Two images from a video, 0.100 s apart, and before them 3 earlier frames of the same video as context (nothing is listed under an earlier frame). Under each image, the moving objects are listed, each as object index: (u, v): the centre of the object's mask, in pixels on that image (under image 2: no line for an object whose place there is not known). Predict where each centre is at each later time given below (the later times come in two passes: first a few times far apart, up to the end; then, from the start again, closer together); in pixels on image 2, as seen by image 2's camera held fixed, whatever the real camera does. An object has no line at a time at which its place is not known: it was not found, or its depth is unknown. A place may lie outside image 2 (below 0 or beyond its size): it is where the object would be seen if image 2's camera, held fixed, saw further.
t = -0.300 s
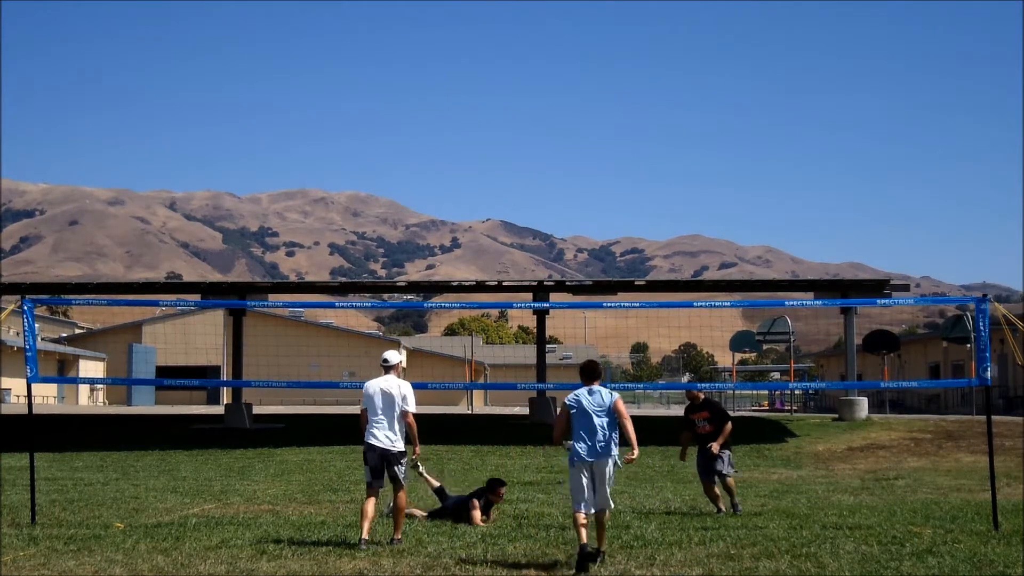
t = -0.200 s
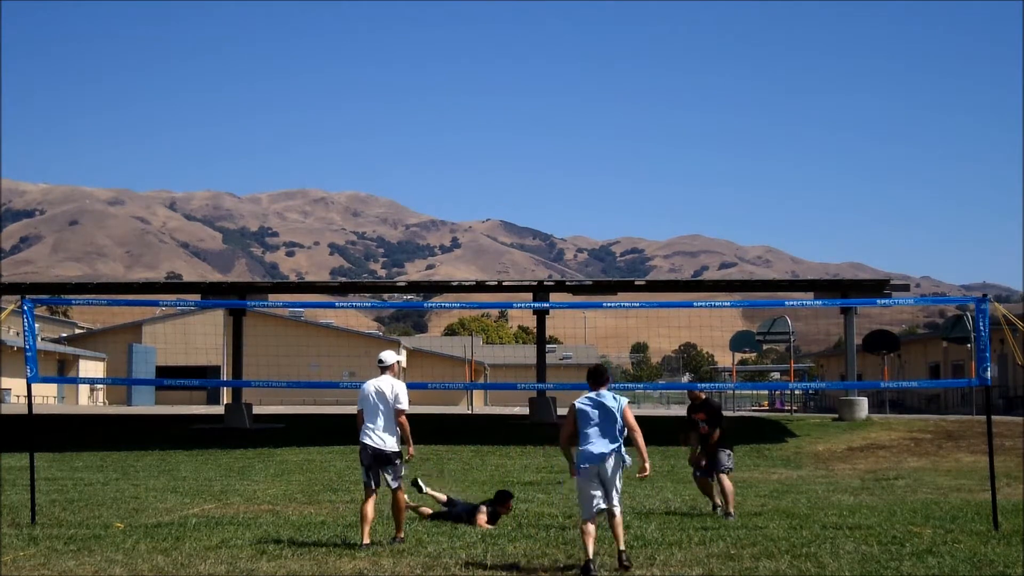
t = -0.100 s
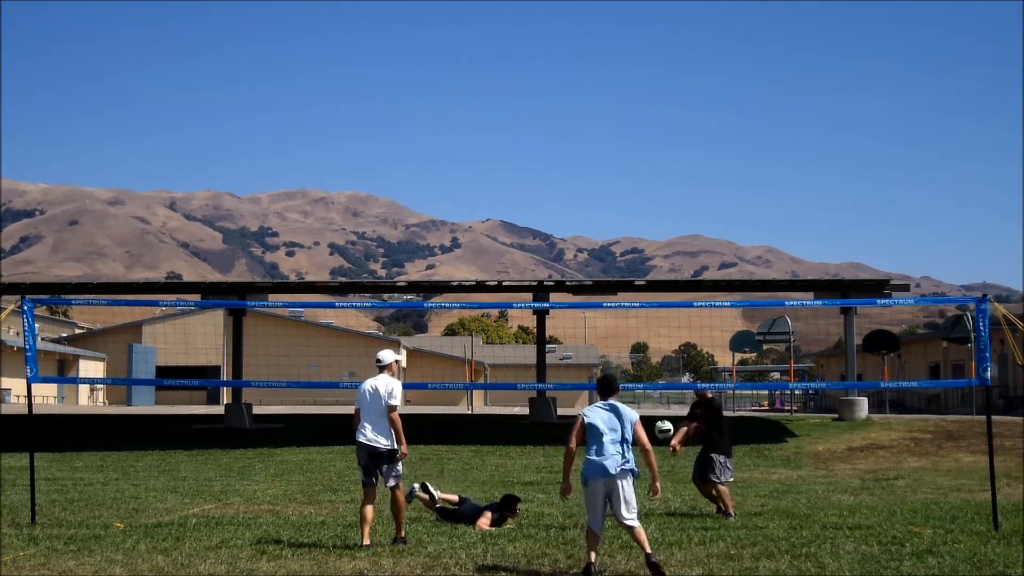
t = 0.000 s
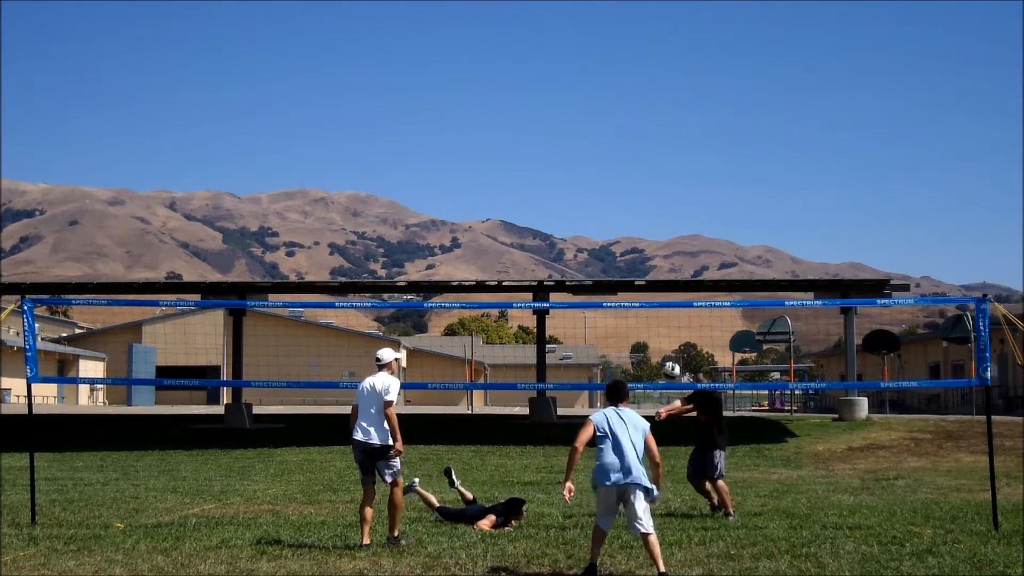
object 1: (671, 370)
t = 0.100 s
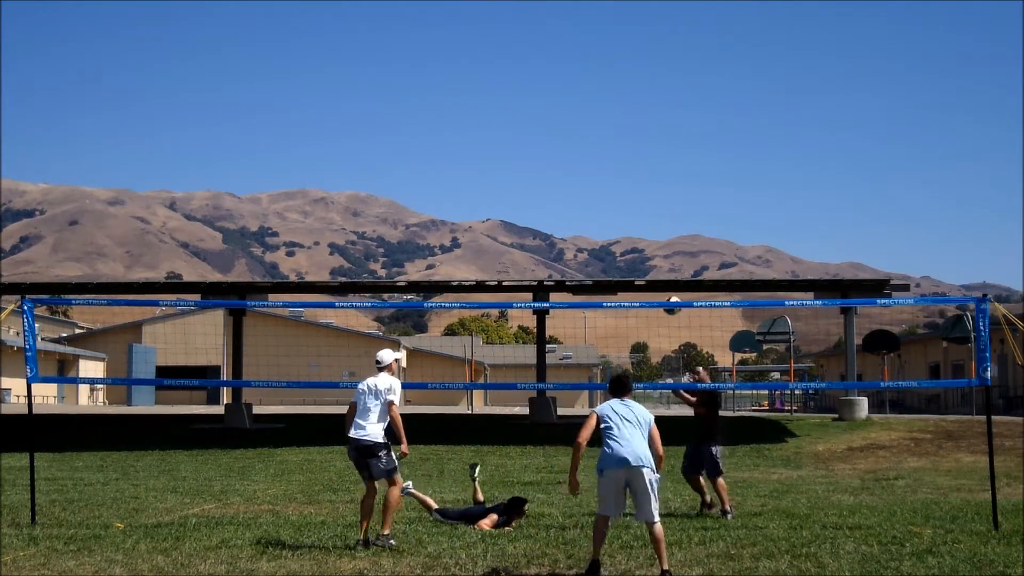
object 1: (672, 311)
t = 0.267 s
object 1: (680, 212)
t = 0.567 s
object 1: (710, 92)
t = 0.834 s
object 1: (751, 45)
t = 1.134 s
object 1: (812, 66)
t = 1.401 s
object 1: (878, 161)
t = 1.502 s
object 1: (916, 240)
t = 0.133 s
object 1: (673, 285)
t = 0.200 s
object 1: (676, 247)
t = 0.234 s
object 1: (678, 229)
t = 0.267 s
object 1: (680, 212)
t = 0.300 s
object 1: (682, 195)
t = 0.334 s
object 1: (685, 180)
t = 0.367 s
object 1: (687, 165)
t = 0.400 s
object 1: (690, 150)
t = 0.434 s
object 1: (694, 137)
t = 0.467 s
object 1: (697, 125)
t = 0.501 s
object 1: (701, 113)
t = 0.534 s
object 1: (705, 102)
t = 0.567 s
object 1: (710, 92)
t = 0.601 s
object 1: (714, 83)
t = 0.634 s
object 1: (719, 75)
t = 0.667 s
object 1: (724, 68)
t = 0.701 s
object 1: (729, 62)
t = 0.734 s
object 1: (734, 56)
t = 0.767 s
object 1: (739, 51)
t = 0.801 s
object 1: (744, 48)
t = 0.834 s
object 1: (751, 45)
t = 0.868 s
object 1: (757, 43)
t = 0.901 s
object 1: (763, 43)
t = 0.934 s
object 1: (769, 43)
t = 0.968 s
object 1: (776, 44)
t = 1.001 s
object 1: (782, 46)
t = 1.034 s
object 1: (790, 49)
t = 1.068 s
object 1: (796, 54)
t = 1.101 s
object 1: (804, 59)
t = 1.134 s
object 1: (812, 66)
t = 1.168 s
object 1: (819, 73)
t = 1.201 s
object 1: (827, 82)
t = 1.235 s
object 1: (835, 92)
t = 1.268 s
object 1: (843, 103)
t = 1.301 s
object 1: (851, 116)
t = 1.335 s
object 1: (860, 130)
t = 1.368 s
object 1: (869, 144)
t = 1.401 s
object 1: (878, 161)
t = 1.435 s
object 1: (887, 178)
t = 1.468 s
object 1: (897, 197)
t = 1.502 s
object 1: (916, 240)
